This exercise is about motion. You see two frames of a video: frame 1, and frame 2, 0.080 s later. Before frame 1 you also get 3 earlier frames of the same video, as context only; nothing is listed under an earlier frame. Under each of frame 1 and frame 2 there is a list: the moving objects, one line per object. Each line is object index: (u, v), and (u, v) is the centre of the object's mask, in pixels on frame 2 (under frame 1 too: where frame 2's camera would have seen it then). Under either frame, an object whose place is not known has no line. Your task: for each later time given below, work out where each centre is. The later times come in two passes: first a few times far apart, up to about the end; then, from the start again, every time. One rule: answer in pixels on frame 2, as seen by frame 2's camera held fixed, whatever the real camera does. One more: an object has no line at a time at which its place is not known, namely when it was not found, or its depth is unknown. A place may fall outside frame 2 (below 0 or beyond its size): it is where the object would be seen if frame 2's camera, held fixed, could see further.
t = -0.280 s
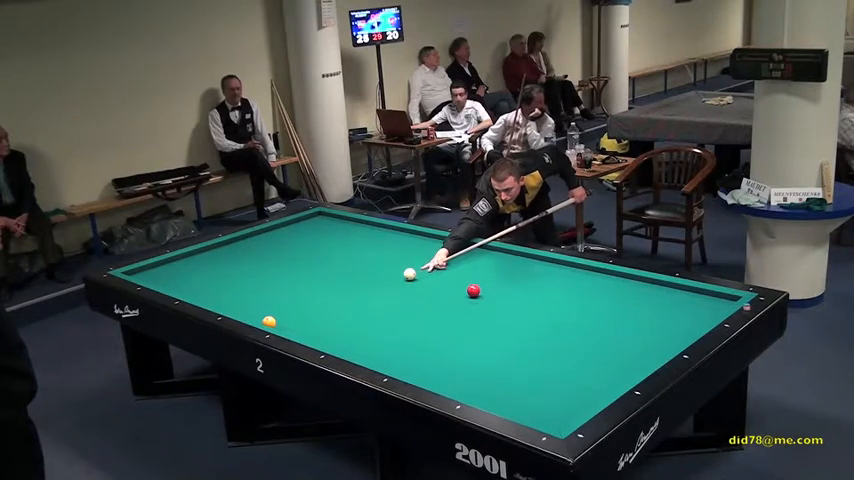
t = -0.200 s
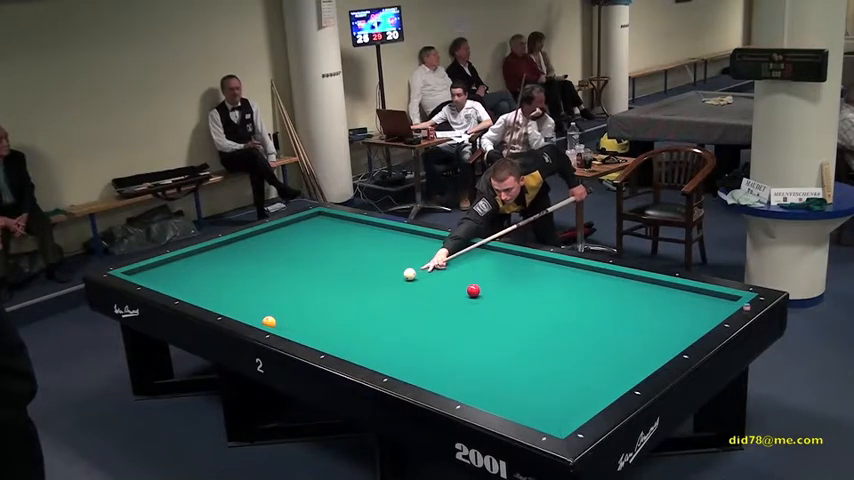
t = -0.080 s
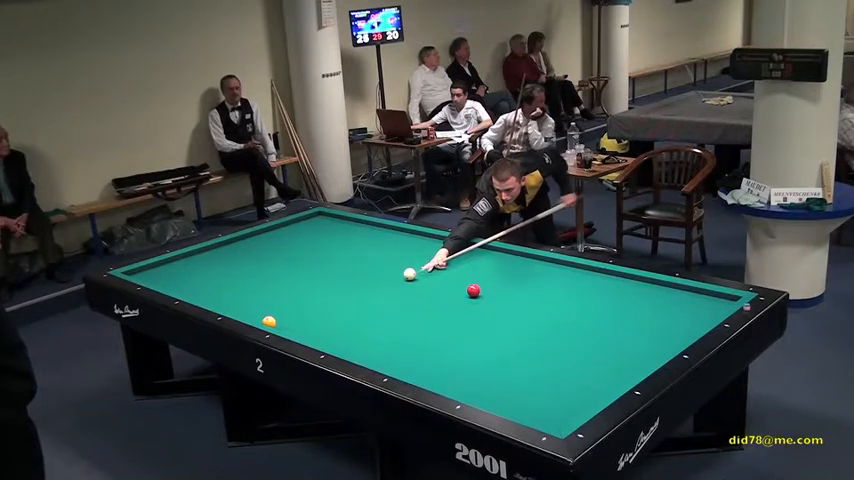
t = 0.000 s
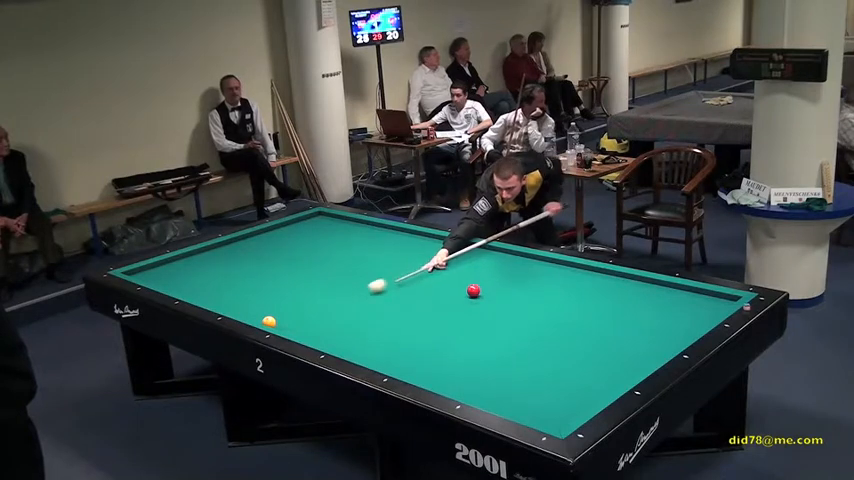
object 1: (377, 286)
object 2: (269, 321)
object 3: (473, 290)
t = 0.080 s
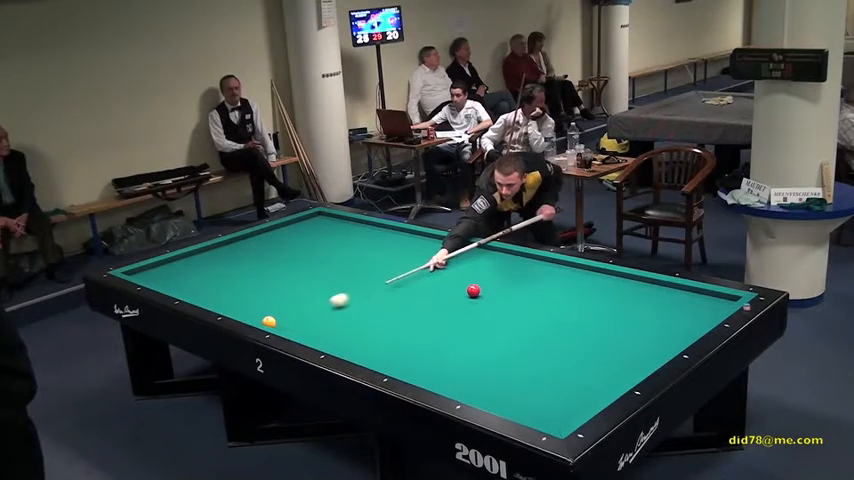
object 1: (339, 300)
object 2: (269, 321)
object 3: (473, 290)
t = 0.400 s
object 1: (336, 327)
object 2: (278, 303)
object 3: (473, 290)
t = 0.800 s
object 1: (450, 326)
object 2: (292, 276)
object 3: (473, 290)
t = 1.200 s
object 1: (567, 326)
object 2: (304, 253)
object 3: (473, 290)
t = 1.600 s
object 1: (686, 325)
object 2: (314, 234)
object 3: (473, 290)
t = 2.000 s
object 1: (679, 294)
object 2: (323, 218)
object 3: (473, 290)
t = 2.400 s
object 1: (627, 287)
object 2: (308, 216)
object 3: (473, 290)
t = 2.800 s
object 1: (565, 289)
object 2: (305, 221)
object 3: (473, 290)
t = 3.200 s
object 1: (506, 290)
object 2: (303, 225)
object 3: (473, 290)
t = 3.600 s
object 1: (478, 293)
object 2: (300, 230)
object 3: (447, 290)
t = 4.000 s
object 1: (465, 295)
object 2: (298, 233)
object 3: (414, 289)
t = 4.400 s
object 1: (453, 297)
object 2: (295, 237)
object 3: (383, 287)
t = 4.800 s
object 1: (443, 300)
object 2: (293, 241)
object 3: (354, 286)
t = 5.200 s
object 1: (433, 301)
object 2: (291, 244)
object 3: (327, 285)
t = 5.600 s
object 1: (425, 303)
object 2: (289, 247)
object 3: (301, 285)
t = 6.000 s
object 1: (419, 304)
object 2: (288, 249)
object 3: (278, 284)
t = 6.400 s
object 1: (414, 305)
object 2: (286, 251)
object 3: (257, 284)
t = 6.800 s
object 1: (410, 306)
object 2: (285, 253)
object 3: (237, 283)
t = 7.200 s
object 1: (408, 306)
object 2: (284, 255)
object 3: (219, 283)
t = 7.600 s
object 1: (407, 306)
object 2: (283, 256)
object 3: (202, 282)
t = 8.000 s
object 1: (407, 307)
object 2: (282, 257)
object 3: (187, 281)
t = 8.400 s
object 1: (407, 307)
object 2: (282, 257)
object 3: (175, 281)
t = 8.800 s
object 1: (407, 307)
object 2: (282, 257)
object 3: (163, 281)
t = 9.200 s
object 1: (407, 306)
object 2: (282, 257)
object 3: (153, 280)
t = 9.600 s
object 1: (407, 306)
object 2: (282, 257)
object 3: (147, 278)
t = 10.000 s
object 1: (407, 306)
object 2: (282, 257)
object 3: (146, 277)
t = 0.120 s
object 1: (320, 308)
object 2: (269, 321)
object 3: (473, 290)
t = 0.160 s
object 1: (300, 315)
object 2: (269, 321)
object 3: (473, 290)
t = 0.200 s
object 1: (282, 322)
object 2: (267, 321)
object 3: (473, 290)
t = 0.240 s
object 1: (283, 326)
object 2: (268, 318)
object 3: (473, 290)
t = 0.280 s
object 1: (296, 328)
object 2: (271, 314)
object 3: (473, 290)
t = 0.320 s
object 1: (310, 328)
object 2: (273, 310)
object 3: (473, 290)
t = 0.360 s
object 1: (323, 327)
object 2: (276, 306)
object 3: (473, 290)
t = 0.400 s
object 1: (336, 327)
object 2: (278, 303)
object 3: (473, 290)
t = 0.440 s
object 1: (348, 327)
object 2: (279, 300)
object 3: (473, 290)
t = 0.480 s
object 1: (359, 327)
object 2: (280, 297)
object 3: (473, 290)
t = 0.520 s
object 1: (371, 327)
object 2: (282, 294)
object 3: (473, 290)
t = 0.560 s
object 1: (382, 327)
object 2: (284, 291)
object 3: (473, 290)
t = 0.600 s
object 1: (393, 327)
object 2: (285, 288)
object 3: (473, 290)
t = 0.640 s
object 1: (405, 327)
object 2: (286, 286)
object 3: (473, 290)
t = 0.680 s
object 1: (416, 327)
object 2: (288, 283)
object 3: (473, 290)
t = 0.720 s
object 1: (428, 327)
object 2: (289, 280)
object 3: (473, 290)
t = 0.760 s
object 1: (439, 326)
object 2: (290, 278)
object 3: (473, 290)
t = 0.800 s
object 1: (450, 326)
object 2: (292, 276)
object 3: (473, 290)
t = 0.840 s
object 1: (462, 326)
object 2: (293, 273)
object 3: (473, 290)
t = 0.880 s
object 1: (474, 326)
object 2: (294, 271)
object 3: (473, 290)
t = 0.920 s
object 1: (485, 326)
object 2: (296, 268)
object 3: (473, 290)
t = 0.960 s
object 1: (497, 326)
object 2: (297, 266)
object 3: (473, 290)
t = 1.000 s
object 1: (509, 326)
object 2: (298, 264)
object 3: (473, 290)
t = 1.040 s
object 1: (520, 326)
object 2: (299, 262)
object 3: (473, 290)
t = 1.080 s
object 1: (532, 326)
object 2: (300, 260)
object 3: (473, 290)
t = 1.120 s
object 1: (543, 326)
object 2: (302, 257)
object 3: (473, 290)
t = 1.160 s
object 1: (555, 326)
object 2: (303, 255)
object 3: (473, 290)
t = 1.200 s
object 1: (567, 326)
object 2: (304, 253)
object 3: (473, 290)
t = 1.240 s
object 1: (579, 326)
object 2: (305, 251)
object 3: (473, 290)
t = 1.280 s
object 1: (591, 326)
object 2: (306, 249)
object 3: (473, 290)
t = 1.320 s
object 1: (603, 326)
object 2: (307, 247)
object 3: (473, 290)
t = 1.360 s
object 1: (615, 325)
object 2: (308, 245)
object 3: (473, 290)
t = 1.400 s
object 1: (626, 326)
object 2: (309, 243)
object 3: (473, 290)
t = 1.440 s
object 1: (638, 326)
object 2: (310, 241)
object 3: (473, 290)
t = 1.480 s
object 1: (650, 326)
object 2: (311, 239)
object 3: (473, 290)
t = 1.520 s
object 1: (663, 325)
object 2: (313, 238)
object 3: (473, 290)
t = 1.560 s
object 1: (674, 325)
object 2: (314, 236)
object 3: (473, 290)
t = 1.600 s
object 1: (686, 325)
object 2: (314, 234)
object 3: (473, 290)
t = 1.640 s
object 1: (696, 324)
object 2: (315, 232)
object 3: (473, 290)
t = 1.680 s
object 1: (693, 320)
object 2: (316, 231)
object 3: (473, 290)
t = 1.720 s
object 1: (690, 317)
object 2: (317, 229)
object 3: (473, 290)
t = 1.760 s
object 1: (688, 313)
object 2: (318, 227)
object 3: (473, 290)
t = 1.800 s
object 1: (686, 310)
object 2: (319, 226)
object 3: (473, 290)
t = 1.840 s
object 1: (685, 307)
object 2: (320, 224)
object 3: (473, 290)
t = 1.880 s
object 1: (683, 304)
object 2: (321, 223)
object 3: (473, 290)
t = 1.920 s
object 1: (681, 300)
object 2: (322, 221)
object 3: (473, 290)
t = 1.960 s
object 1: (680, 297)
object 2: (322, 219)
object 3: (473, 290)
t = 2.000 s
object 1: (679, 294)
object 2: (323, 218)
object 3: (473, 290)
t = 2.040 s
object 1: (677, 291)
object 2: (324, 216)
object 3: (473, 290)
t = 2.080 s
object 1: (676, 288)
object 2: (325, 215)
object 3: (473, 290)
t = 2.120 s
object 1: (674, 286)
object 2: (324, 214)
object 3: (473, 290)
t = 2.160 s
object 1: (666, 286)
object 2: (321, 214)
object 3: (473, 290)
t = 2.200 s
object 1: (660, 287)
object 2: (317, 215)
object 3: (473, 290)
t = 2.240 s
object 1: (653, 287)
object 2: (314, 215)
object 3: (473, 290)
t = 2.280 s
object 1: (647, 287)
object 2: (311, 215)
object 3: (473, 290)
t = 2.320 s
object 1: (640, 287)
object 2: (309, 216)
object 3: (473, 290)
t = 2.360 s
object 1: (633, 287)
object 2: (309, 216)
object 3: (473, 290)
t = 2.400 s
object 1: (627, 287)
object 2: (308, 216)
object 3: (473, 290)
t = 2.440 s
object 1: (621, 287)
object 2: (308, 217)
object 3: (473, 290)
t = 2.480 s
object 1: (615, 288)
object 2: (308, 217)
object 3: (473, 290)
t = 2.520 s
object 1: (608, 288)
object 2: (307, 218)
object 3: (473, 290)
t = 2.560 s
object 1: (602, 288)
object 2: (307, 218)
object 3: (473, 290)
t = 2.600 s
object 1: (596, 288)
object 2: (307, 219)
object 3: (473, 290)
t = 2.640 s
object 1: (590, 288)
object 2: (307, 219)
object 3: (473, 290)
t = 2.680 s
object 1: (584, 288)
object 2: (306, 219)
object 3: (473, 290)
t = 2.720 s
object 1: (577, 288)
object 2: (306, 220)
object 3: (473, 290)
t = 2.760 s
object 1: (571, 288)
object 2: (306, 220)
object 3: (473, 290)
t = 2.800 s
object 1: (565, 289)
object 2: (305, 221)
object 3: (473, 290)
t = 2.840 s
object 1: (559, 289)
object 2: (305, 221)
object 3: (473, 290)
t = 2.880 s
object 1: (553, 289)
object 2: (305, 222)
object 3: (473, 290)
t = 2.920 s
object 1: (547, 289)
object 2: (305, 222)
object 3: (473, 290)
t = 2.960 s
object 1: (541, 289)
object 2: (305, 223)
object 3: (473, 290)
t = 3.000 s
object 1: (535, 289)
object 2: (304, 223)
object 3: (473, 290)
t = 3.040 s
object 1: (529, 289)
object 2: (304, 223)
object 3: (473, 290)
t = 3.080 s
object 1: (523, 290)
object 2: (304, 224)
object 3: (473, 290)
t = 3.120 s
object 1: (518, 290)
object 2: (304, 224)
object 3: (473, 290)
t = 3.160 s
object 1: (512, 290)
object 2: (303, 225)
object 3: (473, 290)
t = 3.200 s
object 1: (506, 290)
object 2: (303, 225)
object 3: (473, 290)
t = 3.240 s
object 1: (500, 290)
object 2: (303, 226)
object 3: (473, 290)
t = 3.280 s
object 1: (494, 290)
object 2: (303, 226)
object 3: (473, 290)
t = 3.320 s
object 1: (488, 291)
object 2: (302, 227)
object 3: (473, 290)
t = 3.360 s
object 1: (486, 291)
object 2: (302, 227)
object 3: (470, 290)
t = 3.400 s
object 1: (485, 291)
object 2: (302, 227)
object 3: (465, 290)
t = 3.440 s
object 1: (484, 292)
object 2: (301, 228)
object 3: (461, 290)
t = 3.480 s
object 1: (482, 292)
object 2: (301, 228)
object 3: (457, 290)
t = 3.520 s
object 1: (481, 292)
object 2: (301, 229)
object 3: (454, 290)
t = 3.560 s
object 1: (479, 292)
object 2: (301, 229)
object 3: (450, 290)
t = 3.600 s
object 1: (478, 293)
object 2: (300, 230)
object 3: (447, 290)
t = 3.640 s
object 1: (477, 293)
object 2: (300, 230)
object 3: (444, 290)
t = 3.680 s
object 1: (475, 293)
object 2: (300, 230)
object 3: (440, 289)
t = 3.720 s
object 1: (474, 293)
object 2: (300, 231)
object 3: (437, 289)
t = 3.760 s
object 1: (472, 294)
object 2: (299, 231)
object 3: (434, 289)
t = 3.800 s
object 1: (471, 294)
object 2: (299, 231)
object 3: (430, 289)
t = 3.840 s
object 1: (470, 294)
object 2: (299, 232)
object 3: (427, 289)
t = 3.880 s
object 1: (469, 294)
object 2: (298, 232)
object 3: (424, 289)
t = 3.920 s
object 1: (468, 294)
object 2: (298, 233)
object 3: (420, 289)
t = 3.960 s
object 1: (466, 295)
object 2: (298, 233)
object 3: (417, 289)
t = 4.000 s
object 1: (465, 295)
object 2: (298, 233)
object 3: (414, 289)
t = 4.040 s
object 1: (464, 295)
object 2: (298, 234)
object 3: (411, 288)
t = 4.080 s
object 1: (463, 295)
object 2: (297, 234)
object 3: (407, 288)
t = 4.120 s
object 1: (461, 296)
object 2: (297, 235)
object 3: (405, 288)
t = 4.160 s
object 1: (460, 296)
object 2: (297, 235)
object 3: (401, 288)
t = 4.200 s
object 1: (459, 296)
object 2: (296, 236)
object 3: (398, 288)
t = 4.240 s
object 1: (458, 296)
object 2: (296, 236)
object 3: (395, 288)
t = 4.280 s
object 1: (457, 297)
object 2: (296, 236)
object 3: (392, 288)
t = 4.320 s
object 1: (456, 297)
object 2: (296, 237)
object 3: (389, 288)
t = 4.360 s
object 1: (454, 297)
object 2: (296, 237)
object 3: (386, 288)
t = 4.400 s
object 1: (453, 297)
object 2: (295, 237)
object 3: (383, 287)
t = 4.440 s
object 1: (452, 298)
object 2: (295, 238)
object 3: (380, 287)
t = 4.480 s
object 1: (451, 298)
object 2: (295, 238)
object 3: (377, 287)
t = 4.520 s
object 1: (450, 298)
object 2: (295, 238)
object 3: (374, 287)
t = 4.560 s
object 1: (449, 298)
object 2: (294, 239)
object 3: (371, 287)
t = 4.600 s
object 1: (448, 298)
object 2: (294, 239)
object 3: (368, 287)
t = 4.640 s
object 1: (447, 299)
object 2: (294, 240)
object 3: (365, 287)
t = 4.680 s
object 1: (446, 299)
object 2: (294, 240)
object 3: (362, 287)
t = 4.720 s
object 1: (445, 299)
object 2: (294, 240)
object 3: (360, 287)
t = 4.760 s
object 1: (444, 299)
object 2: (293, 241)
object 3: (357, 287)
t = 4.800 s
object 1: (443, 300)
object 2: (293, 241)
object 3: (354, 286)
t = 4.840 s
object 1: (442, 300)
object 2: (293, 241)
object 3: (351, 286)
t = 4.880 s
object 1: (441, 300)
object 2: (293, 241)
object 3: (348, 286)
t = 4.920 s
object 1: (440, 300)
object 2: (292, 242)
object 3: (346, 286)
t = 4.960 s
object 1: (439, 300)
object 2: (292, 242)
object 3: (343, 286)
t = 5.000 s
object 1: (438, 300)
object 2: (292, 242)
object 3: (340, 286)
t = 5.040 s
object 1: (437, 301)
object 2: (292, 243)
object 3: (338, 286)
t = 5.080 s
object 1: (436, 301)
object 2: (292, 243)
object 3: (335, 286)
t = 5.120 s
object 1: (435, 301)
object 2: (292, 243)
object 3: (332, 286)
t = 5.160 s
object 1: (434, 301)
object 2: (291, 244)
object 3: (329, 286)
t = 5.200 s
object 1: (433, 301)
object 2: (291, 244)
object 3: (327, 285)
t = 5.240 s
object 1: (433, 302)
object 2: (291, 244)
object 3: (324, 286)
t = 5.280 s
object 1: (432, 302)
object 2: (290, 244)
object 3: (322, 286)
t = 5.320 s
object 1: (431, 302)
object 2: (290, 245)
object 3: (319, 285)
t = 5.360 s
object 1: (430, 302)
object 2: (290, 245)
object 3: (317, 285)
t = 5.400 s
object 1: (429, 302)
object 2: (290, 245)
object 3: (314, 285)
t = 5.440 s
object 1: (428, 302)
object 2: (290, 246)
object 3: (311, 285)
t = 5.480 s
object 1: (428, 302)
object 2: (290, 246)
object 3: (309, 285)
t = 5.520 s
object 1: (427, 302)
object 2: (289, 246)
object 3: (306, 285)
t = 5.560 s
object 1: (426, 303)
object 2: (289, 247)
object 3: (304, 285)
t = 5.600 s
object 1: (425, 303)
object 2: (289, 247)
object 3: (301, 285)
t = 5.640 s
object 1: (425, 303)
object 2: (289, 247)
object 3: (299, 285)
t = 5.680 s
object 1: (424, 303)
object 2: (289, 247)
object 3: (297, 285)
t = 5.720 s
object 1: (423, 303)
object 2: (289, 248)
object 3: (295, 284)
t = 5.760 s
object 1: (423, 303)
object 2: (288, 248)
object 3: (292, 284)
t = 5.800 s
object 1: (422, 303)
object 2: (288, 248)
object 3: (290, 284)
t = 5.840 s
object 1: (421, 304)
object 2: (288, 248)
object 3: (287, 284)
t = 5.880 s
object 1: (421, 304)
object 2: (288, 248)
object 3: (285, 284)
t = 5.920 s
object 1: (420, 304)
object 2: (288, 249)
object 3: (283, 284)
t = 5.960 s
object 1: (420, 304)
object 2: (288, 249)
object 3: (281, 284)
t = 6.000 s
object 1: (419, 304)
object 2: (288, 249)
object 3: (278, 284)
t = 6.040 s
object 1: (419, 304)
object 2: (288, 249)
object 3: (276, 284)
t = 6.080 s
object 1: (418, 304)
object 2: (287, 250)
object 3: (274, 284)
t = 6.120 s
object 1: (418, 304)
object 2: (287, 250)
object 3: (272, 284)
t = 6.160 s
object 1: (417, 304)
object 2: (287, 250)
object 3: (270, 284)
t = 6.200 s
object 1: (416, 304)
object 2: (287, 250)
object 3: (267, 284)
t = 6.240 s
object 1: (416, 305)
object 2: (287, 251)
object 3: (265, 284)
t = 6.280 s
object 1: (415, 305)
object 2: (286, 251)
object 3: (263, 283)
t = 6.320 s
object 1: (415, 305)
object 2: (286, 251)
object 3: (261, 283)
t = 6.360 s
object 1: (414, 305)
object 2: (286, 251)
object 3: (259, 284)
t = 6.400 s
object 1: (414, 305)
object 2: (286, 251)
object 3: (257, 284)
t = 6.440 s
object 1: (414, 305)
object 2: (286, 252)
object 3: (255, 283)
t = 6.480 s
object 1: (413, 305)
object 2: (286, 252)
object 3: (253, 284)
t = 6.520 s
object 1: (413, 305)
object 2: (286, 252)
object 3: (251, 284)
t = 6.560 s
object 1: (412, 305)
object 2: (286, 252)
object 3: (249, 283)
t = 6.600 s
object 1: (412, 305)
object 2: (286, 252)
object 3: (247, 283)
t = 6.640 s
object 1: (412, 305)
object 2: (286, 253)
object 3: (245, 283)
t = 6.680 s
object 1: (411, 305)
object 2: (285, 253)
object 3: (243, 283)
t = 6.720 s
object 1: (411, 306)
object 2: (285, 253)
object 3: (241, 283)
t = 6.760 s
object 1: (410, 306)
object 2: (285, 253)
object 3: (239, 283)
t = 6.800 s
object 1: (410, 306)
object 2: (285, 253)
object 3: (237, 283)
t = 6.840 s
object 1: (410, 306)
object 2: (285, 253)
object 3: (235, 283)
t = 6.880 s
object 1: (409, 306)
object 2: (285, 254)
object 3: (233, 283)
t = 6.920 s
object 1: (409, 306)
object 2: (285, 254)
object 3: (232, 283)
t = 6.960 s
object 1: (409, 306)
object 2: (285, 254)
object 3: (230, 283)
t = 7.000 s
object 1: (409, 306)
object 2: (285, 254)
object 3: (228, 283)
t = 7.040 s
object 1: (408, 306)
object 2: (284, 254)
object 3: (226, 283)
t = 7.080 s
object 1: (408, 306)
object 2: (284, 254)
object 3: (224, 283)
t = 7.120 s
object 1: (408, 306)
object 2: (284, 255)
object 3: (223, 282)
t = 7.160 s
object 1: (408, 306)
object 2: (284, 255)
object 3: (221, 283)
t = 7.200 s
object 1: (408, 306)
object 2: (284, 255)
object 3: (219, 283)
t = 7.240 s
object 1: (408, 306)
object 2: (284, 255)
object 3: (217, 283)
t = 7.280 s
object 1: (408, 306)
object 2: (284, 255)
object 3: (216, 282)
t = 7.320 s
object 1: (408, 306)
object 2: (284, 255)
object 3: (214, 282)
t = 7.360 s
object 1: (408, 306)
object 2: (284, 255)
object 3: (212, 283)
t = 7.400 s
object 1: (407, 306)
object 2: (284, 255)
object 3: (211, 282)
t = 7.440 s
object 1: (407, 306)
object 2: (284, 255)
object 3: (209, 282)
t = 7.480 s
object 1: (407, 306)
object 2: (283, 256)
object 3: (207, 282)
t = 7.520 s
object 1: (407, 306)
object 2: (283, 256)
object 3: (206, 282)
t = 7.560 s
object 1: (407, 306)
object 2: (283, 256)
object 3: (204, 282)
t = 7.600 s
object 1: (407, 306)
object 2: (283, 256)
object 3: (202, 282)
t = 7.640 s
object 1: (407, 306)
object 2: (283, 256)
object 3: (201, 282)
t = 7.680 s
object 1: (407, 306)
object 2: (283, 256)
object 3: (199, 282)
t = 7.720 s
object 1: (407, 306)
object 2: (283, 256)
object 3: (198, 282)
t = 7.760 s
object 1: (407, 306)
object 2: (283, 256)
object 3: (196, 282)
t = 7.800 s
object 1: (407, 307)
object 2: (283, 256)
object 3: (195, 282)
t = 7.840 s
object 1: (407, 307)
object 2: (283, 256)
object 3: (193, 282)
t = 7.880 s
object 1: (407, 307)
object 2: (283, 256)
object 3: (192, 282)
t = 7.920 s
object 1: (407, 307)
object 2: (283, 256)
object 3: (190, 282)
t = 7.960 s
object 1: (407, 307)
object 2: (283, 256)
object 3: (189, 282)
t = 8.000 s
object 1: (407, 307)
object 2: (282, 257)
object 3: (187, 281)
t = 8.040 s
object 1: (407, 307)
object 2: (282, 257)
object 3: (186, 281)
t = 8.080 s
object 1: (407, 307)
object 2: (282, 257)
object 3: (185, 282)
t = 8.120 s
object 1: (407, 307)
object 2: (282, 257)
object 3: (183, 281)
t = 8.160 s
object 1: (407, 307)
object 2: (282, 257)
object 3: (182, 281)
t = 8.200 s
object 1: (407, 307)
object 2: (282, 257)
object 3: (181, 281)
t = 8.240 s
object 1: (407, 307)
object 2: (282, 257)
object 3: (180, 281)
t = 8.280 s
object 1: (407, 307)
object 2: (282, 257)
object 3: (178, 281)
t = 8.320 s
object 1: (407, 307)
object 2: (282, 257)
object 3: (177, 281)
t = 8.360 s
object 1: (407, 307)
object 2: (282, 257)
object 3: (176, 281)
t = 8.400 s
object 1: (407, 307)
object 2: (282, 257)
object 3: (175, 281)
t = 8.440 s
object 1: (407, 307)
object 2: (282, 257)
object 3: (173, 281)
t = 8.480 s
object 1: (407, 307)
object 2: (282, 257)
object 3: (172, 281)
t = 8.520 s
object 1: (407, 307)
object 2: (282, 257)
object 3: (171, 281)
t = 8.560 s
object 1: (407, 306)
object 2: (282, 257)
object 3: (170, 281)
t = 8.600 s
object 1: (407, 307)
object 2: (282, 257)
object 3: (169, 281)
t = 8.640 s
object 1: (407, 307)
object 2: (282, 257)
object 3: (167, 281)
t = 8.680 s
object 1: (407, 307)
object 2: (282, 257)
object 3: (166, 281)
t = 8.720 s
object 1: (407, 307)
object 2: (282, 257)
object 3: (165, 281)
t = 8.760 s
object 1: (407, 307)
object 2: (282, 257)
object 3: (164, 281)
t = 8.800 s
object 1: (407, 307)
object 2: (282, 257)
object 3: (163, 281)
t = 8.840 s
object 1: (407, 307)
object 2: (282, 257)
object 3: (162, 281)
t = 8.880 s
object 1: (407, 307)
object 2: (282, 257)
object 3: (161, 281)
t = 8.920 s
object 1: (407, 307)
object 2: (282, 257)
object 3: (160, 281)
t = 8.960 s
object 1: (407, 307)
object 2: (282, 257)
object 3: (159, 281)
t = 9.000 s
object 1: (407, 307)
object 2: (282, 257)
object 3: (158, 280)
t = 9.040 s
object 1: (407, 307)
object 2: (282, 257)
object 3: (157, 280)
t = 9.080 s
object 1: (407, 307)
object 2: (282, 257)
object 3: (156, 280)
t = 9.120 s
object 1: (407, 307)
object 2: (282, 257)
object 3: (155, 280)
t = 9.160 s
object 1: (407, 307)
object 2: (282, 257)
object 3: (154, 280)
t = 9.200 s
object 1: (407, 306)
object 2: (282, 257)
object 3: (153, 280)
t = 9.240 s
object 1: (407, 307)
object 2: (282, 257)
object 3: (152, 280)
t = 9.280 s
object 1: (407, 306)
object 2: (282, 257)
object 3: (151, 279)
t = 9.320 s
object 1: (407, 306)
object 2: (282, 257)
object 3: (150, 279)
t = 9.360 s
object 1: (407, 306)
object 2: (282, 257)
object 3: (150, 279)
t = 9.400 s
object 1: (407, 306)
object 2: (282, 257)
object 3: (149, 279)
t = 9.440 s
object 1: (407, 306)
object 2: (282, 257)
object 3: (148, 279)
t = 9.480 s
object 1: (407, 306)
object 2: (282, 257)
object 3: (147, 278)
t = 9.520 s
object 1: (407, 306)
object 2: (282, 257)
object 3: (147, 278)
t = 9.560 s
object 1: (407, 306)
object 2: (282, 257)
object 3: (147, 278)
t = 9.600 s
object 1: (407, 306)
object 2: (282, 257)
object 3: (147, 278)
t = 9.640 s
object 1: (407, 306)
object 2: (282, 257)
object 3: (147, 278)
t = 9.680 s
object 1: (407, 306)
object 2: (282, 257)
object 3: (147, 278)
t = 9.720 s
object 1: (407, 307)
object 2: (282, 257)
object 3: (147, 278)
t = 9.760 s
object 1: (407, 307)
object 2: (282, 257)
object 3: (146, 278)
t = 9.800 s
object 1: (407, 307)
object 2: (282, 257)
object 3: (146, 278)
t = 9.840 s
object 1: (407, 306)
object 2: (282, 257)
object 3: (146, 277)
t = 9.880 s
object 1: (407, 306)
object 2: (282, 257)
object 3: (146, 277)
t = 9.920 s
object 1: (407, 306)
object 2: (282, 257)
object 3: (146, 277)
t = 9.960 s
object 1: (407, 306)
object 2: (282, 257)
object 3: (146, 277)
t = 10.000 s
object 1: (407, 306)
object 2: (282, 257)
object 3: (146, 277)
